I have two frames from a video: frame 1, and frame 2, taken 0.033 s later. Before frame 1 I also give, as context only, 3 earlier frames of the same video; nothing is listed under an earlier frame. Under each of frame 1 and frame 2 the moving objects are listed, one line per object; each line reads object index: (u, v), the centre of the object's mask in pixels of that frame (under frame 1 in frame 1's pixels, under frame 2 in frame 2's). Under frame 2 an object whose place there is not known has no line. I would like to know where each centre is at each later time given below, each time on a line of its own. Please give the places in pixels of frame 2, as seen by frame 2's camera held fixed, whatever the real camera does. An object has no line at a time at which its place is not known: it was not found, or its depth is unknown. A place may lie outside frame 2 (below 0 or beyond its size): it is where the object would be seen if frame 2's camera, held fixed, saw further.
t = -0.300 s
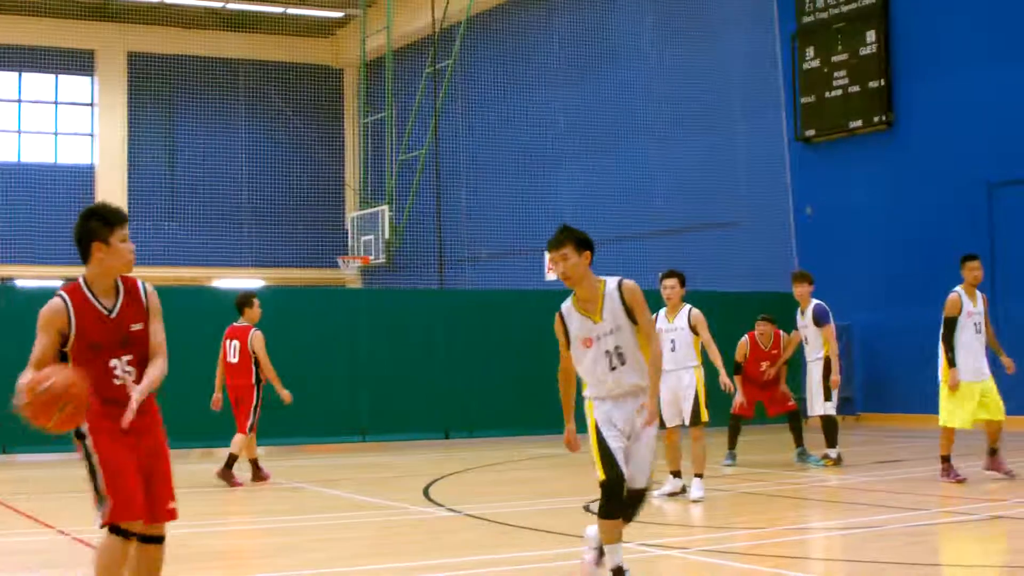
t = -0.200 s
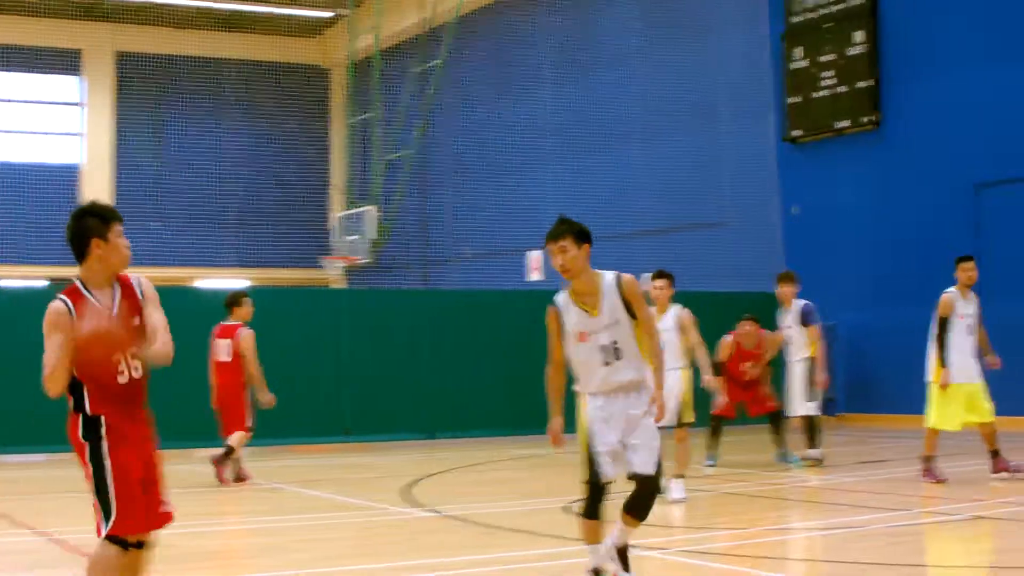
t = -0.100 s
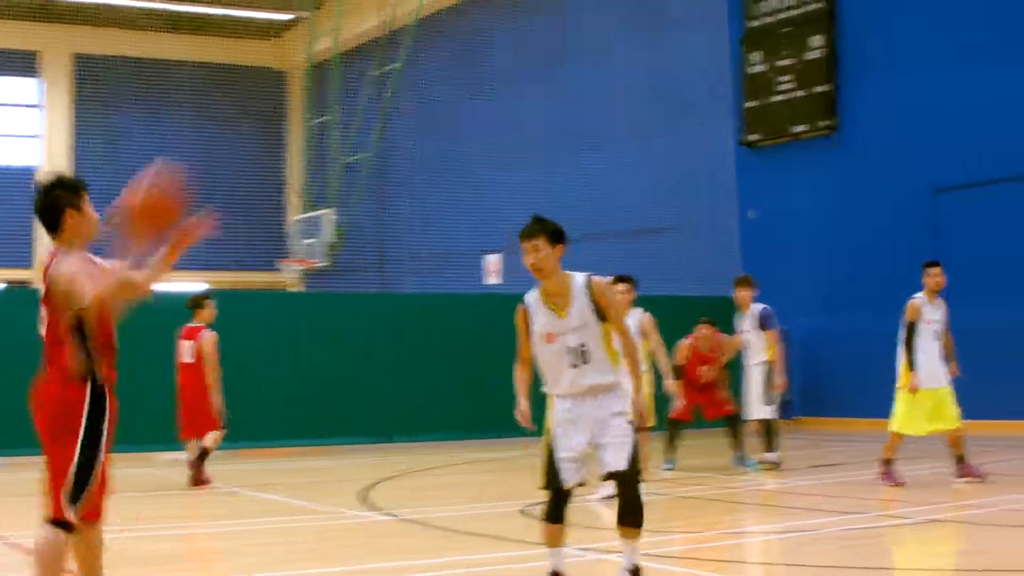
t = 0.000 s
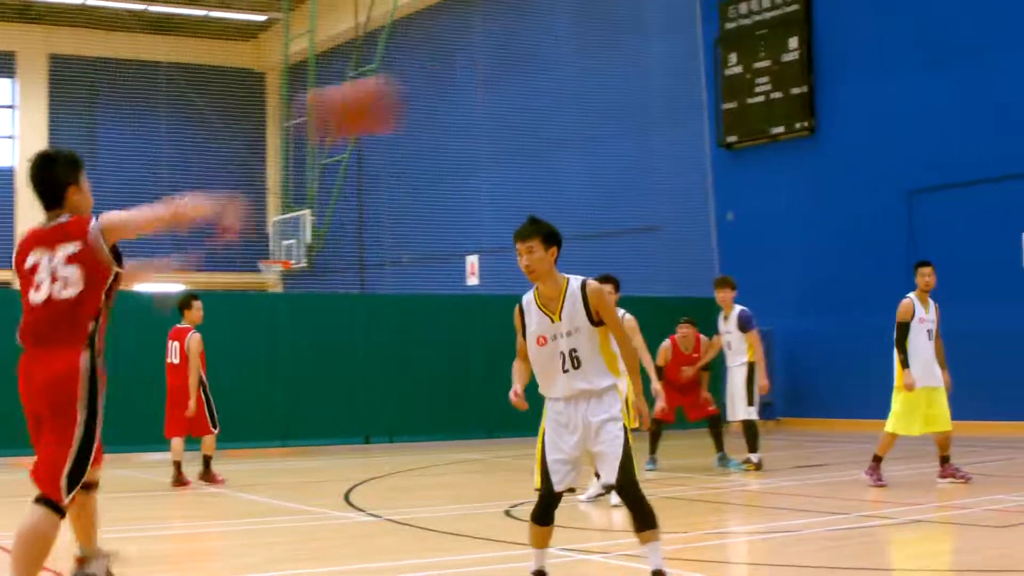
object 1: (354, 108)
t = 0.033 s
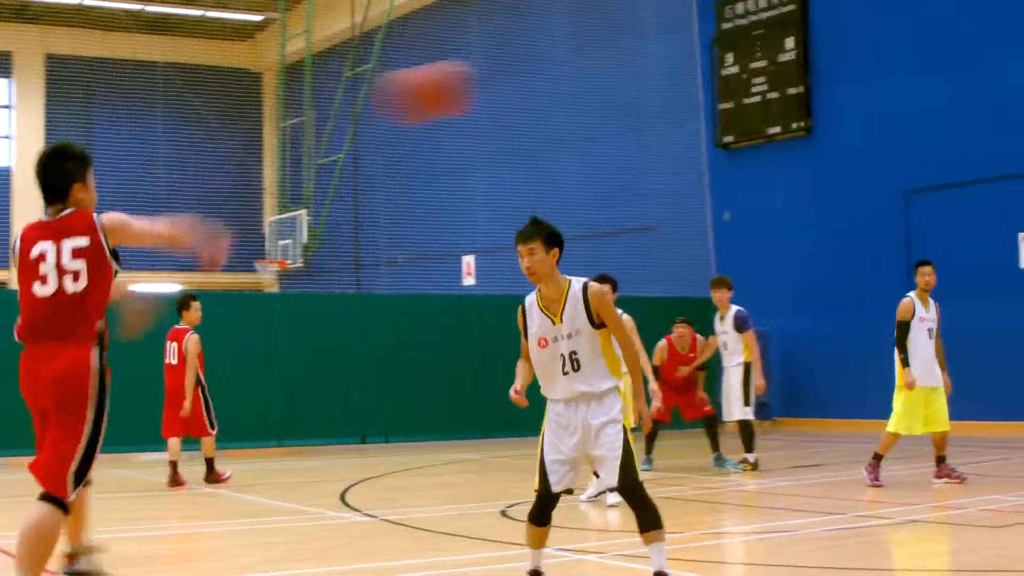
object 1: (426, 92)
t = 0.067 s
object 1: (498, 79)
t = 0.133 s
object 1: (630, 60)
